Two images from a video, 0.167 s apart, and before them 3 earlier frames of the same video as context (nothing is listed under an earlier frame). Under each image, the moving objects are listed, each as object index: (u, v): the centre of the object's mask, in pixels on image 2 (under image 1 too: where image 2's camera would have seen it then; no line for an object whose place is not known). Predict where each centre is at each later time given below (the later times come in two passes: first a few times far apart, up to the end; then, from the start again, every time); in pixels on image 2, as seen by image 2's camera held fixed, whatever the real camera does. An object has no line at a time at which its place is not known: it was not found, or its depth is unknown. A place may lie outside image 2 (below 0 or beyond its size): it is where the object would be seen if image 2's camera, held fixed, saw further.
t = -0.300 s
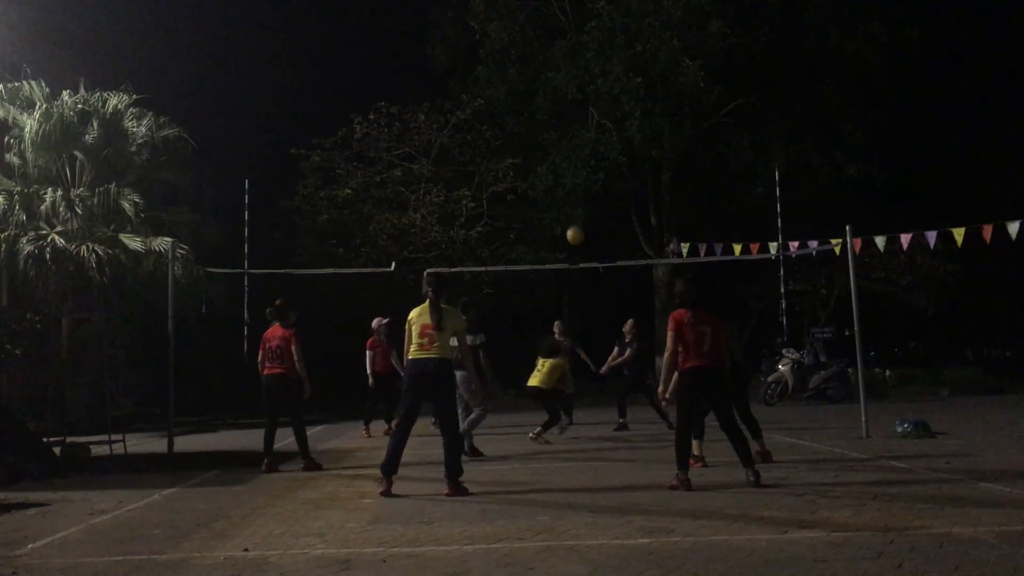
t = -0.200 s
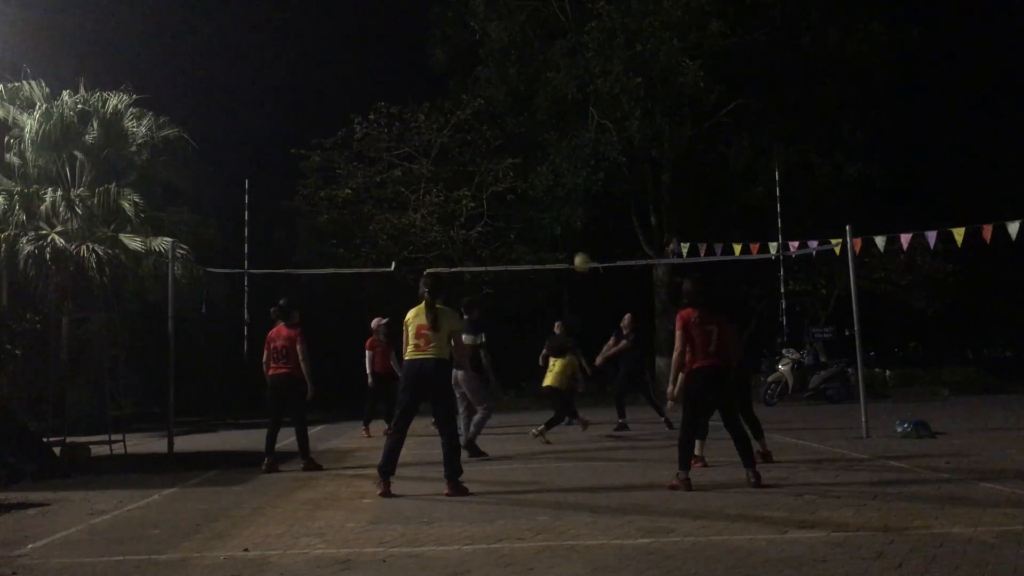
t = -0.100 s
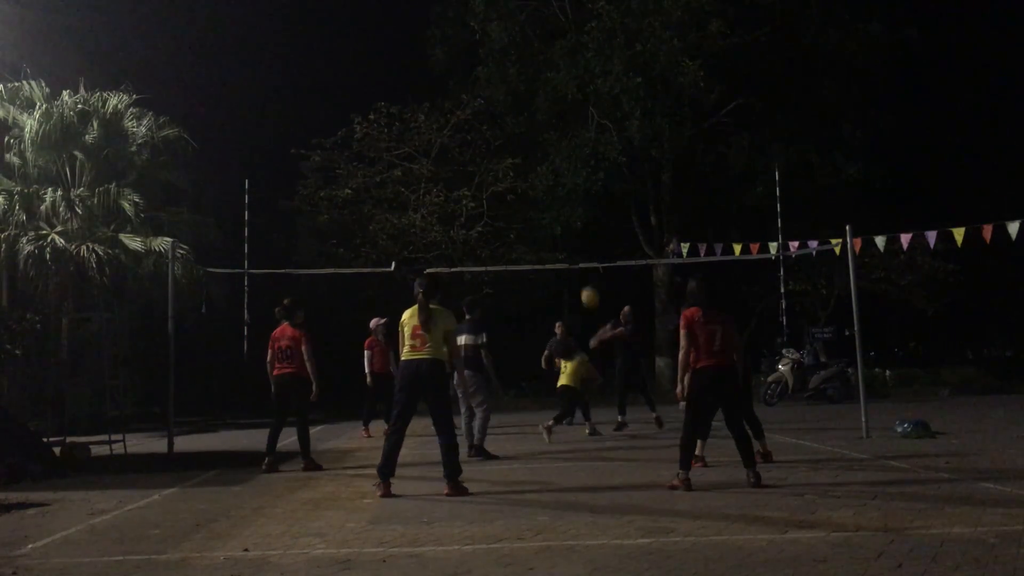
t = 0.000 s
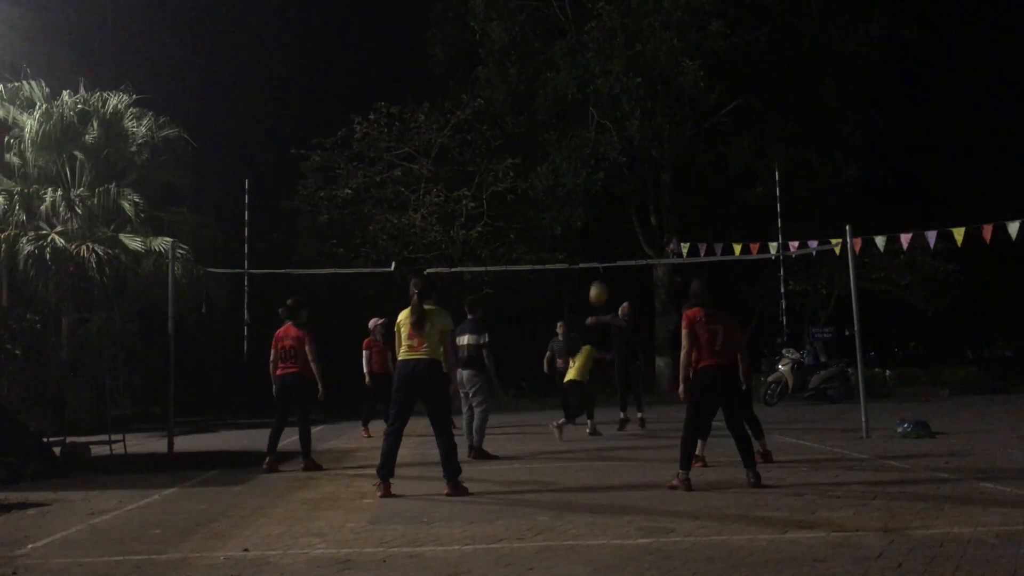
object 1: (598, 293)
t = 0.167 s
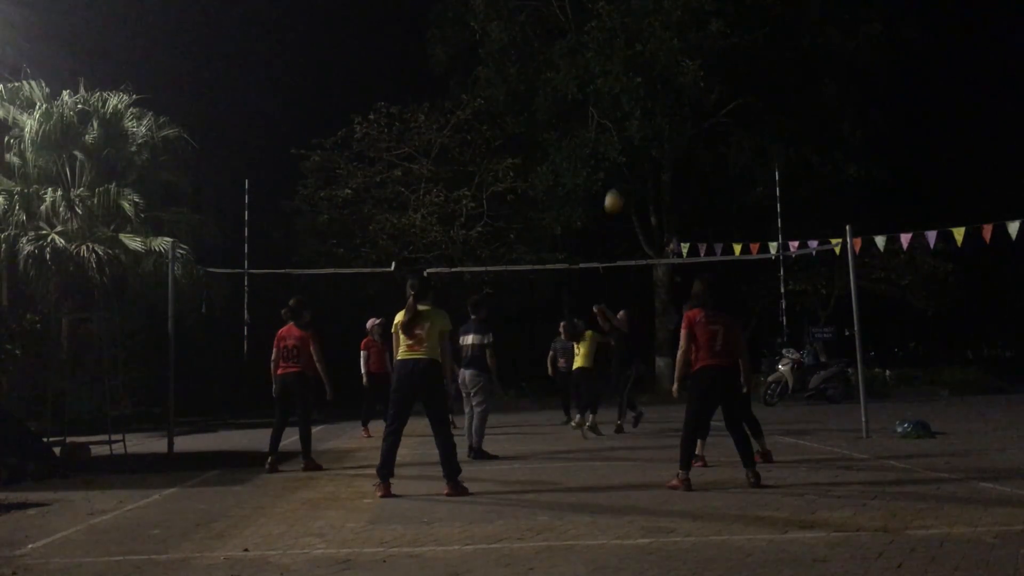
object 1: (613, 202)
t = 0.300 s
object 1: (626, 141)
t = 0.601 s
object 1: (658, 57)
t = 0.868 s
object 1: (693, 41)
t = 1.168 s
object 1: (737, 104)
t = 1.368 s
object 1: (767, 204)
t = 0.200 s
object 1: (617, 185)
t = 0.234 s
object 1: (620, 170)
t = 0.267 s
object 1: (623, 156)
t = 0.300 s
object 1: (626, 141)
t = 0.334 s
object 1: (630, 129)
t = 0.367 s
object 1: (633, 117)
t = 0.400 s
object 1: (636, 106)
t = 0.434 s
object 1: (640, 96)
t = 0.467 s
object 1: (643, 87)
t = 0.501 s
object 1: (647, 78)
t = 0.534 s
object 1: (651, 69)
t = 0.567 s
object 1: (654, 63)
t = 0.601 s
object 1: (658, 57)
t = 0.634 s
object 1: (662, 52)
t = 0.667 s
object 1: (666, 47)
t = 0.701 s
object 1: (671, 43)
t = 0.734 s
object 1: (675, 41)
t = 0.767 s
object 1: (680, 39)
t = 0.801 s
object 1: (684, 39)
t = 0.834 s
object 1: (689, 39)
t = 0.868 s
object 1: (693, 41)
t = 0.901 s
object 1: (698, 44)
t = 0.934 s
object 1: (702, 47)
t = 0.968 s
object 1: (707, 52)
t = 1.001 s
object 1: (712, 58)
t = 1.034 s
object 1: (717, 65)
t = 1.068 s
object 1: (722, 73)
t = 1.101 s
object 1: (727, 82)
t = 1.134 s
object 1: (732, 93)
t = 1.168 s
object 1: (737, 104)
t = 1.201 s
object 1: (742, 117)
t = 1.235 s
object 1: (747, 132)
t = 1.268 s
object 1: (752, 148)
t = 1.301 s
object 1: (757, 166)
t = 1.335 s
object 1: (762, 184)
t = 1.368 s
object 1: (767, 204)
